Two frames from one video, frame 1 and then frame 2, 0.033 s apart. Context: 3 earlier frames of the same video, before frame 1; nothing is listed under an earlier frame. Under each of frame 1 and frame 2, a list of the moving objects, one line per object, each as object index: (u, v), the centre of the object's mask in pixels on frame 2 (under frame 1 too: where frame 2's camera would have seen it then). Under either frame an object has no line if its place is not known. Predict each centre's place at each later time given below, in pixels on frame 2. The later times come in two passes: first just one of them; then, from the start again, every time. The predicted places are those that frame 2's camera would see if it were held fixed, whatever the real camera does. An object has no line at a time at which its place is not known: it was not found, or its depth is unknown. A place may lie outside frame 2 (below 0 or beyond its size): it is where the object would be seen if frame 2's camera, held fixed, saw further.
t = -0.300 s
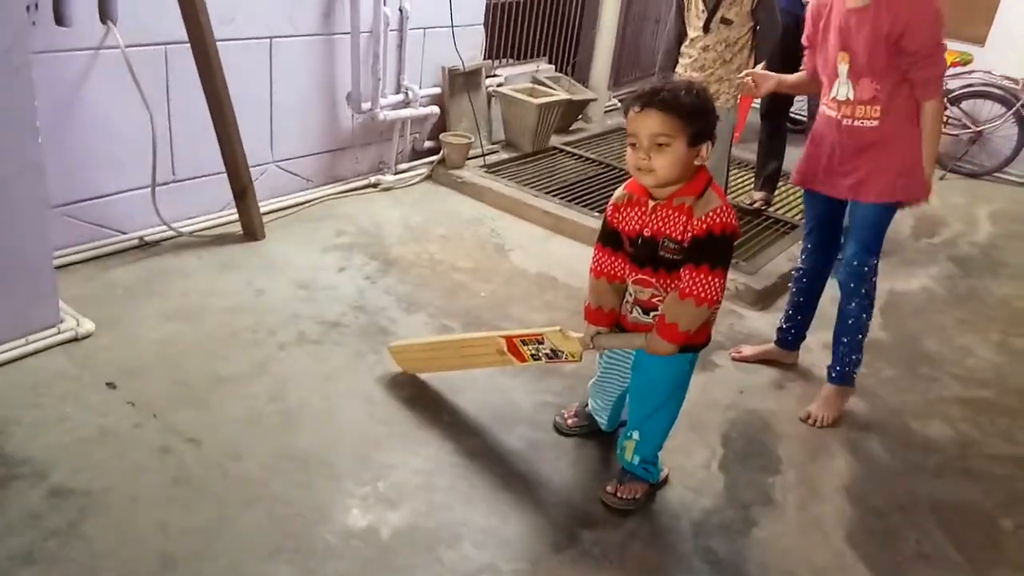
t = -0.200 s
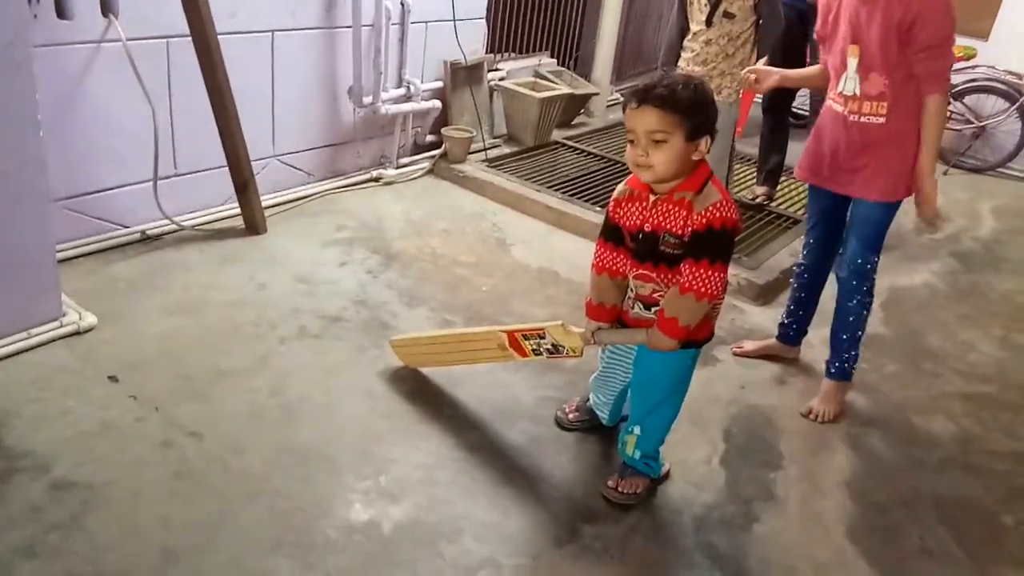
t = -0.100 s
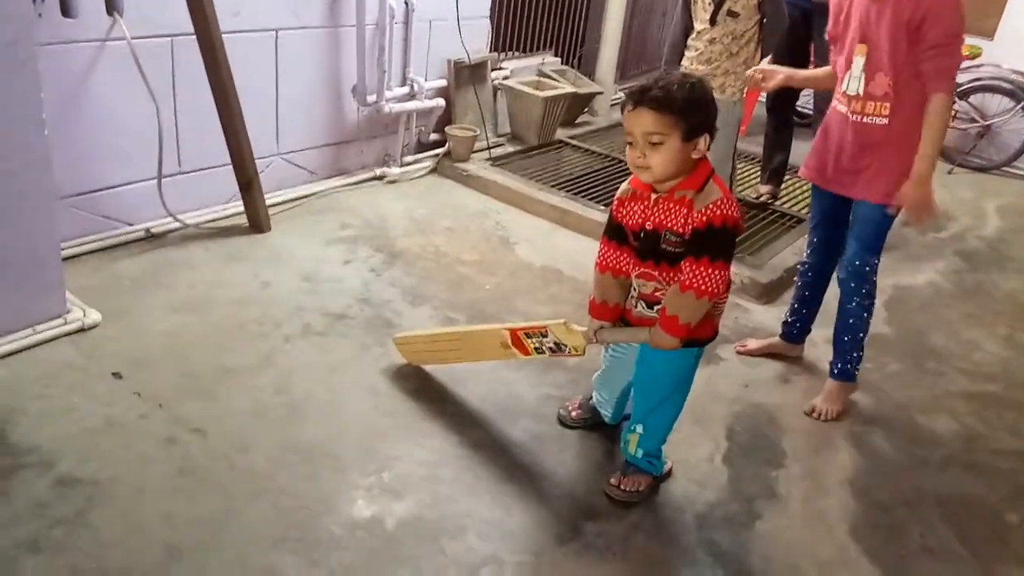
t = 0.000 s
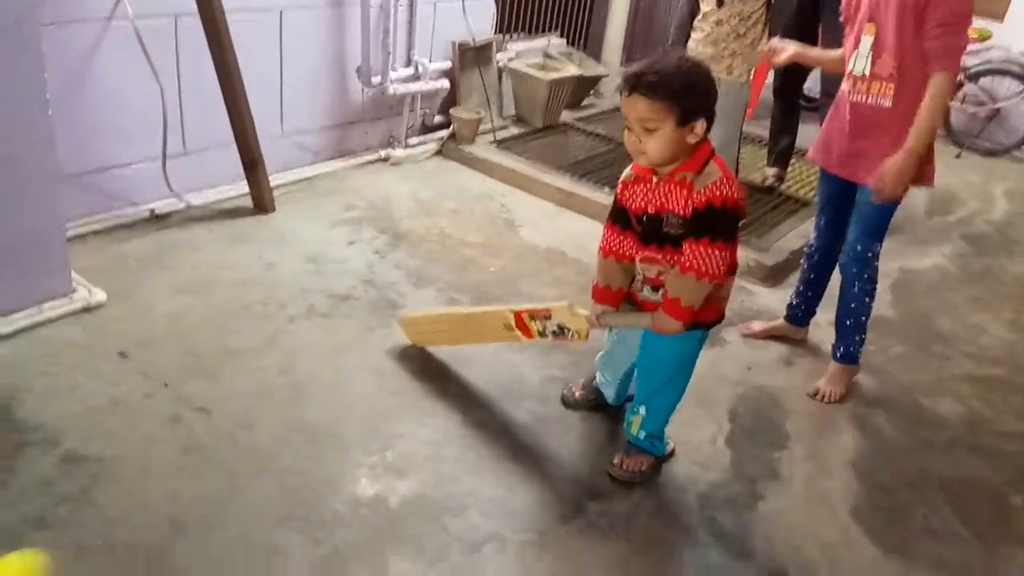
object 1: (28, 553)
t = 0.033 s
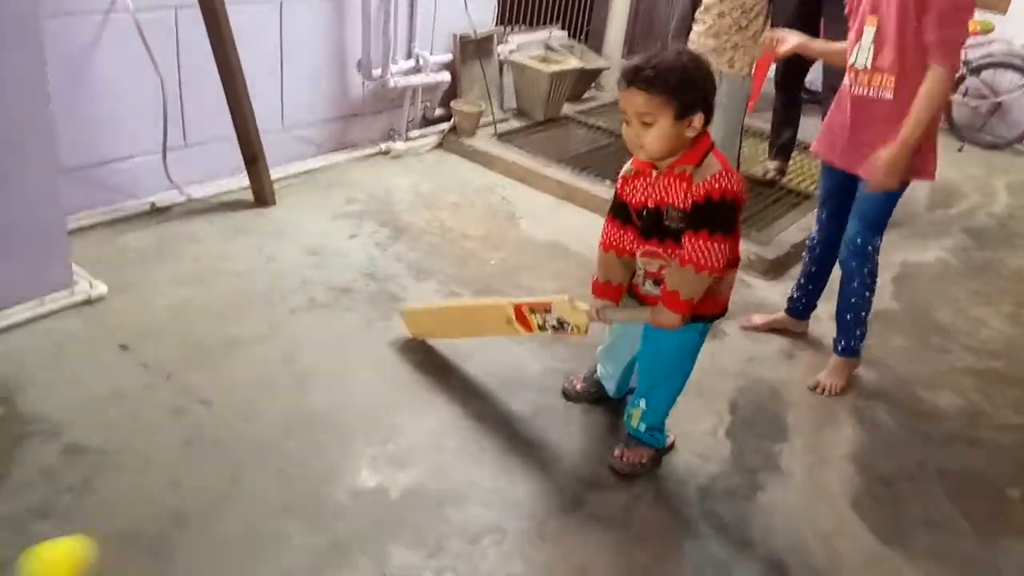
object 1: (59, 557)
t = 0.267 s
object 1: (278, 407)
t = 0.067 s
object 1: (95, 538)
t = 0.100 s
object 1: (130, 499)
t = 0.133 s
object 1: (163, 468)
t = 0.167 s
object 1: (194, 445)
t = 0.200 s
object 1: (223, 427)
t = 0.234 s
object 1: (252, 414)
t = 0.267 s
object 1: (278, 407)
